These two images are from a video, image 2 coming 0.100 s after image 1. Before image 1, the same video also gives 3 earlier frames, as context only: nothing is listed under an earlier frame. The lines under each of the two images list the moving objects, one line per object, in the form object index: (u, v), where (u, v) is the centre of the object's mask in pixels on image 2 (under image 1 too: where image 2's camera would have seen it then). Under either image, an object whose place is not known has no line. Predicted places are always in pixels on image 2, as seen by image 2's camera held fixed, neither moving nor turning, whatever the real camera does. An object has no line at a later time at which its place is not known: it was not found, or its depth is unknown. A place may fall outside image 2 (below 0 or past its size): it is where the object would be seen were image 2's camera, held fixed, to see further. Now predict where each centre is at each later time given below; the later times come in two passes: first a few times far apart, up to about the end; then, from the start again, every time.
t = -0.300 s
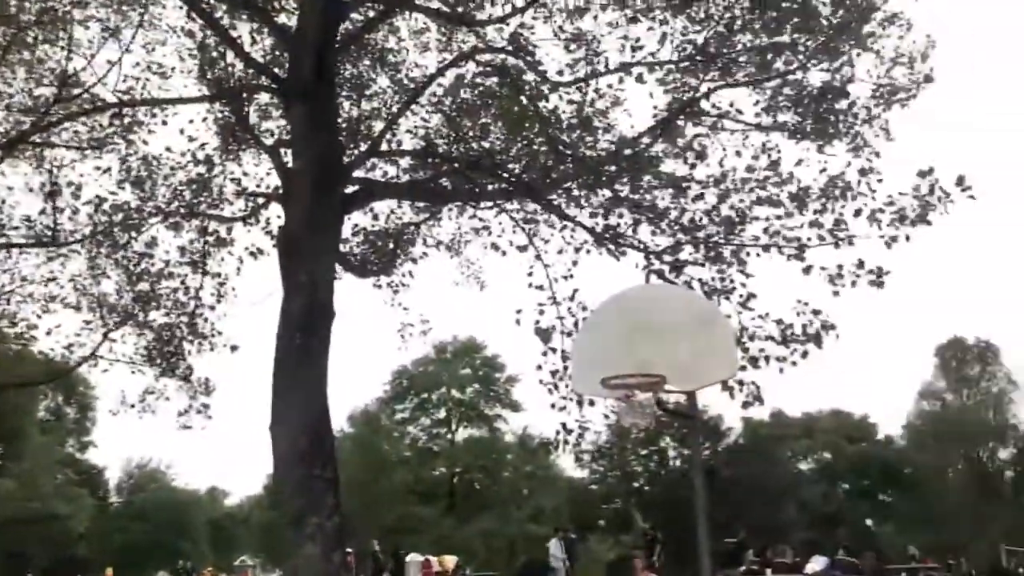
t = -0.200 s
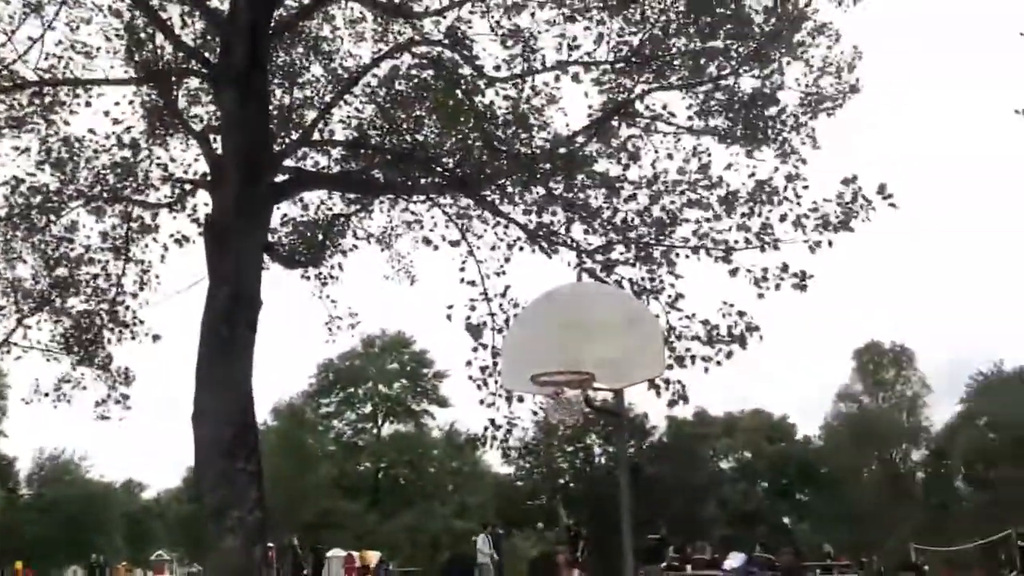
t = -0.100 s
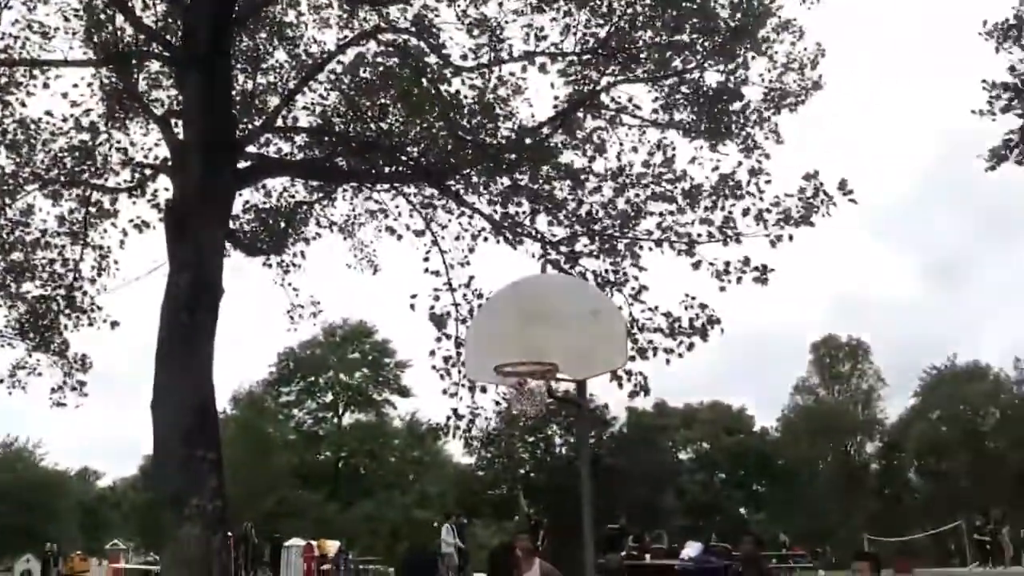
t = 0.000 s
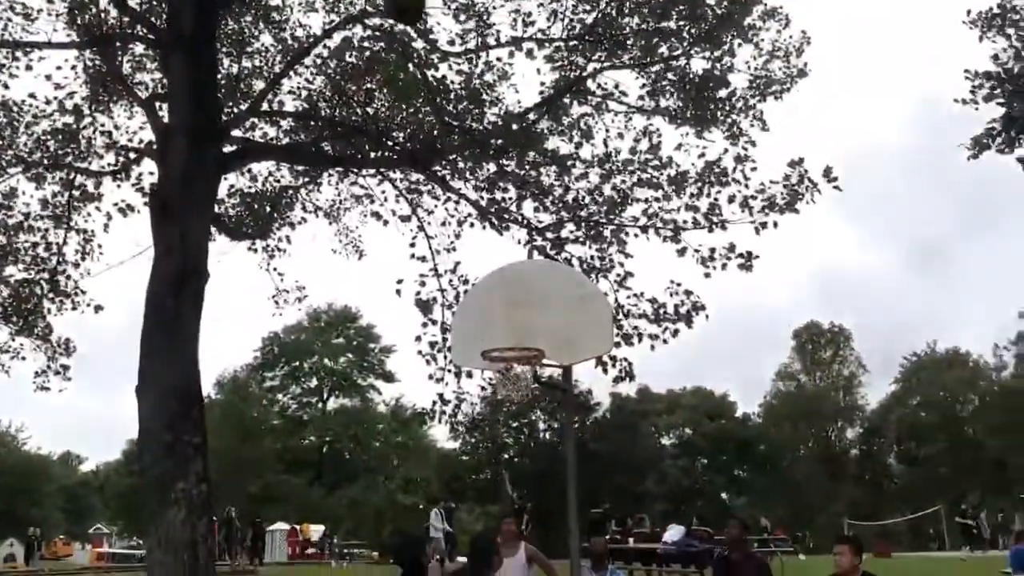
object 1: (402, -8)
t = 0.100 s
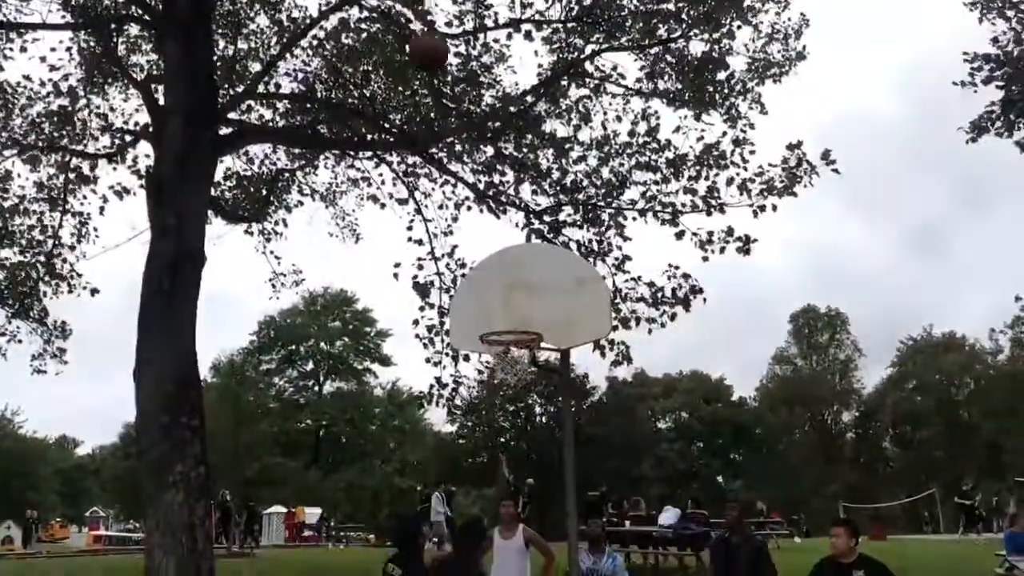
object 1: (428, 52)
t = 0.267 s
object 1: (463, 175)
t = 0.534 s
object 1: (518, 356)
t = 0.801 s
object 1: (514, 365)
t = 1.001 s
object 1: (499, 408)
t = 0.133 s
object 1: (438, 76)
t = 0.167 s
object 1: (443, 101)
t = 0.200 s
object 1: (451, 126)
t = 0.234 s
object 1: (457, 149)
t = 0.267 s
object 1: (463, 175)
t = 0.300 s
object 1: (468, 202)
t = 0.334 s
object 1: (473, 228)
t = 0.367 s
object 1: (478, 256)
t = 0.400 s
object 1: (483, 282)
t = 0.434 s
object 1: (488, 310)
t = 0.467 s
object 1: (494, 333)
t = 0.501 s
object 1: (506, 347)
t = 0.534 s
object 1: (518, 356)
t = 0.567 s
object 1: (526, 358)
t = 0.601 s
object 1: (526, 359)
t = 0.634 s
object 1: (525, 359)
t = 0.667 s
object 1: (524, 361)
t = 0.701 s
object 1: (523, 362)
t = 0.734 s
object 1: (521, 362)
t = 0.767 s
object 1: (519, 363)
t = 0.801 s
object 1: (514, 365)
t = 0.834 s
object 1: (511, 365)
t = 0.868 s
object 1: (509, 377)
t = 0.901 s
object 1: (507, 383)
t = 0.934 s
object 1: (503, 393)
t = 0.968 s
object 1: (499, 402)
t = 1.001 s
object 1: (499, 408)
